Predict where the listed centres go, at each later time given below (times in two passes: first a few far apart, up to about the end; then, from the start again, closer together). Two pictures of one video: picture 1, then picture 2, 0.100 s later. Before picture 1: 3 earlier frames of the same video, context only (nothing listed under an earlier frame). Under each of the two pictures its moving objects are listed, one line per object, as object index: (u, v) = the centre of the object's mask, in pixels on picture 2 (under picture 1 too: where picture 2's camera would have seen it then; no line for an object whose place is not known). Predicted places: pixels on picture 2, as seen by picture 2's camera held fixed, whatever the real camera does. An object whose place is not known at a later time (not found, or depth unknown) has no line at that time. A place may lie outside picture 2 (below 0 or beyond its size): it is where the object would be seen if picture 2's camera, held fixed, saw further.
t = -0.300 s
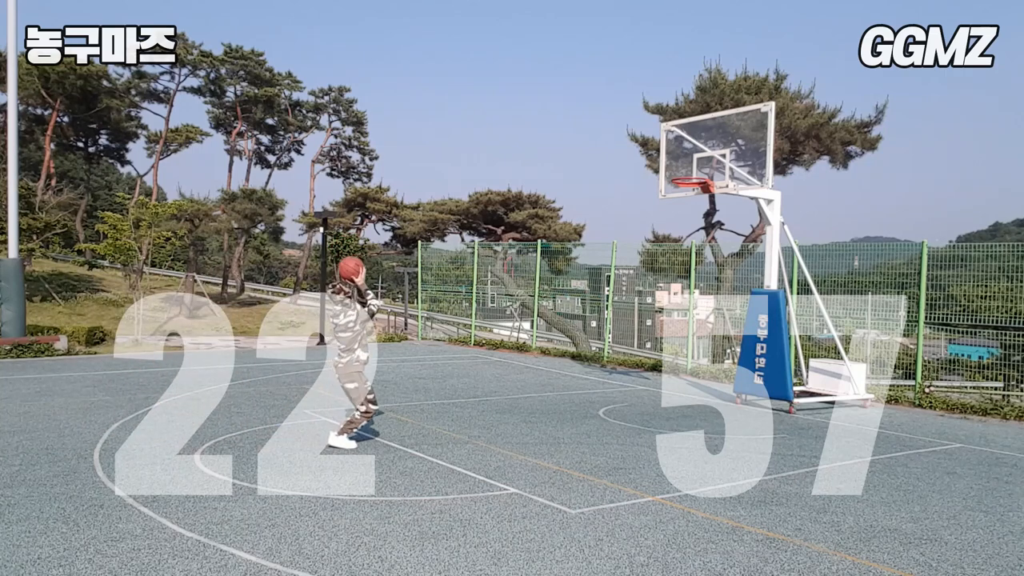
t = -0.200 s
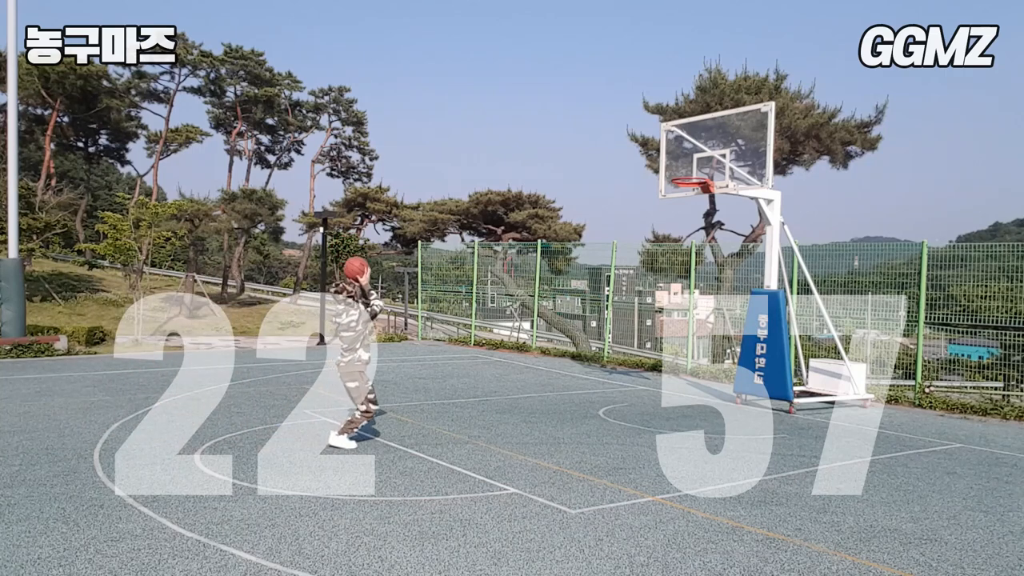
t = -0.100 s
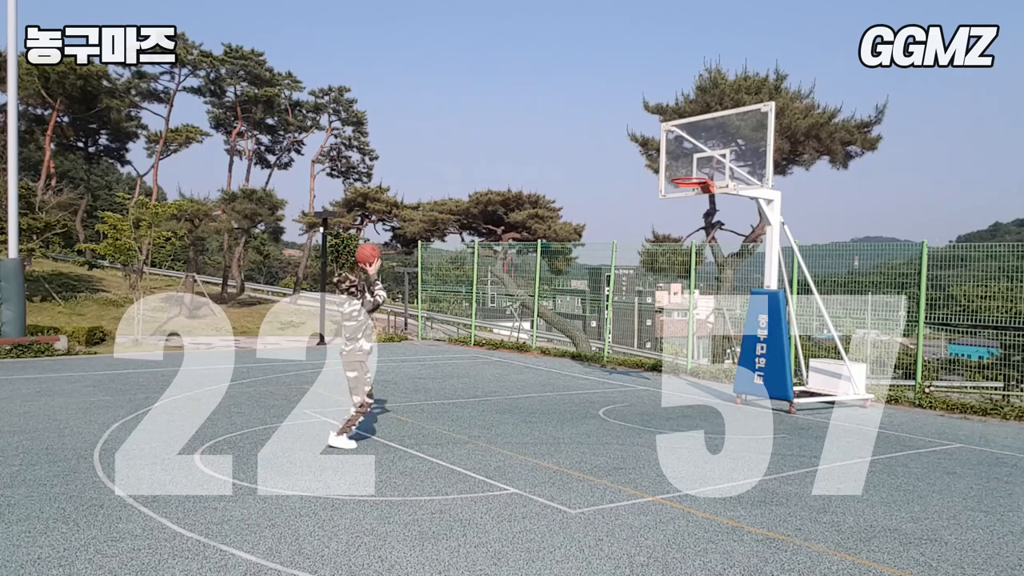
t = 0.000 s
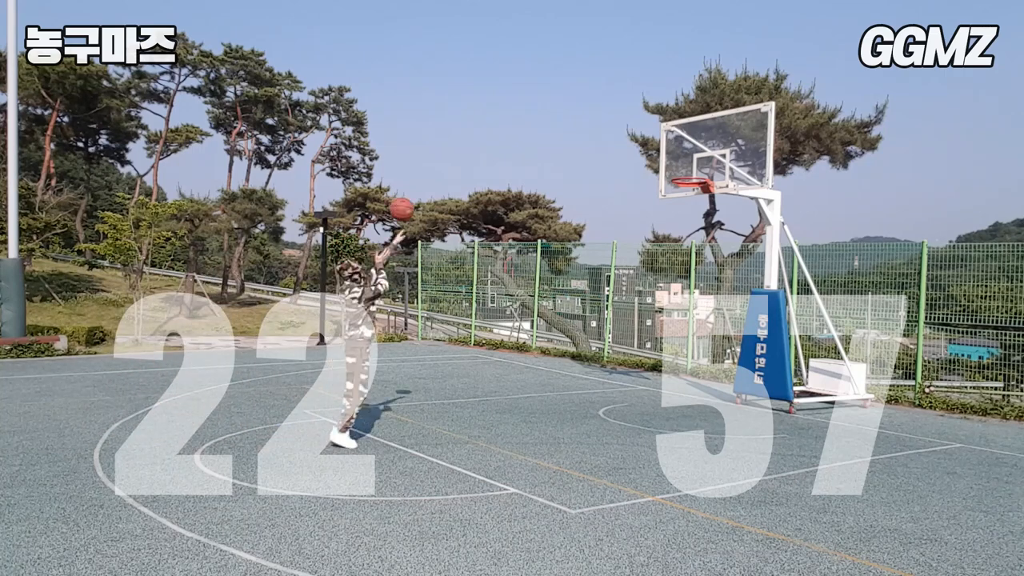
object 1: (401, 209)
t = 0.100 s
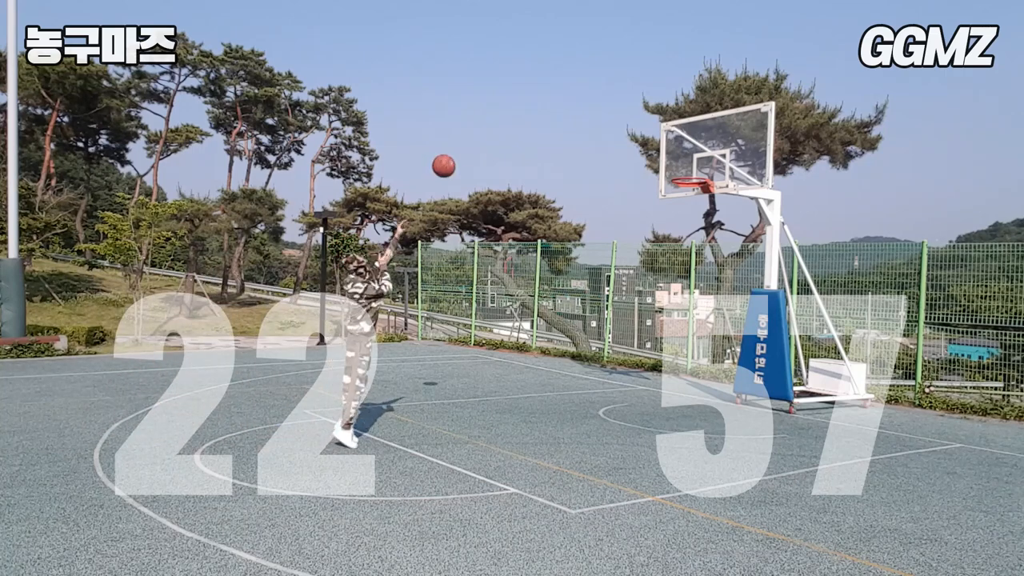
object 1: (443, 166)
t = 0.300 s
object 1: (519, 115)
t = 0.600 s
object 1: (614, 111)
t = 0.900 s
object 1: (691, 176)
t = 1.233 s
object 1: (650, 296)
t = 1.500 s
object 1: (606, 368)
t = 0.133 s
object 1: (457, 154)
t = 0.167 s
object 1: (470, 144)
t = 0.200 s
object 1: (483, 135)
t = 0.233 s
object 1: (495, 127)
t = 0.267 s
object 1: (507, 120)
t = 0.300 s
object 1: (519, 115)
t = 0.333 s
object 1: (531, 110)
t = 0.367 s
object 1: (542, 107)
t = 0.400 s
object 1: (553, 105)
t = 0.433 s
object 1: (564, 103)
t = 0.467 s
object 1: (574, 103)
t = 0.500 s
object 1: (585, 104)
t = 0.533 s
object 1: (595, 105)
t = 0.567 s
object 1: (604, 108)
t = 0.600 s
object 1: (614, 111)
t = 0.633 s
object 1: (623, 115)
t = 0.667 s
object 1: (632, 120)
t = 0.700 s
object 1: (641, 126)
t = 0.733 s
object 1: (650, 132)
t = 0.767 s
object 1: (659, 139)
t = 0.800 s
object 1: (667, 147)
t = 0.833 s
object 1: (675, 156)
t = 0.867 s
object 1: (683, 165)
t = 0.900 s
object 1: (691, 176)
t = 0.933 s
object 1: (695, 186)
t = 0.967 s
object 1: (690, 193)
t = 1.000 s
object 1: (685, 202)
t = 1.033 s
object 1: (680, 212)
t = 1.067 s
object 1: (676, 223)
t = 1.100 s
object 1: (671, 235)
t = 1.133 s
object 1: (666, 249)
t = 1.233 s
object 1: (650, 296)
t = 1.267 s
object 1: (645, 314)
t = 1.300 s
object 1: (640, 333)
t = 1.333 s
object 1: (635, 354)
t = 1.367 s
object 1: (630, 376)
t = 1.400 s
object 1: (624, 399)
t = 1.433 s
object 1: (618, 419)
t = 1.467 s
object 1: (614, 402)
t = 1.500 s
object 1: (606, 368)
